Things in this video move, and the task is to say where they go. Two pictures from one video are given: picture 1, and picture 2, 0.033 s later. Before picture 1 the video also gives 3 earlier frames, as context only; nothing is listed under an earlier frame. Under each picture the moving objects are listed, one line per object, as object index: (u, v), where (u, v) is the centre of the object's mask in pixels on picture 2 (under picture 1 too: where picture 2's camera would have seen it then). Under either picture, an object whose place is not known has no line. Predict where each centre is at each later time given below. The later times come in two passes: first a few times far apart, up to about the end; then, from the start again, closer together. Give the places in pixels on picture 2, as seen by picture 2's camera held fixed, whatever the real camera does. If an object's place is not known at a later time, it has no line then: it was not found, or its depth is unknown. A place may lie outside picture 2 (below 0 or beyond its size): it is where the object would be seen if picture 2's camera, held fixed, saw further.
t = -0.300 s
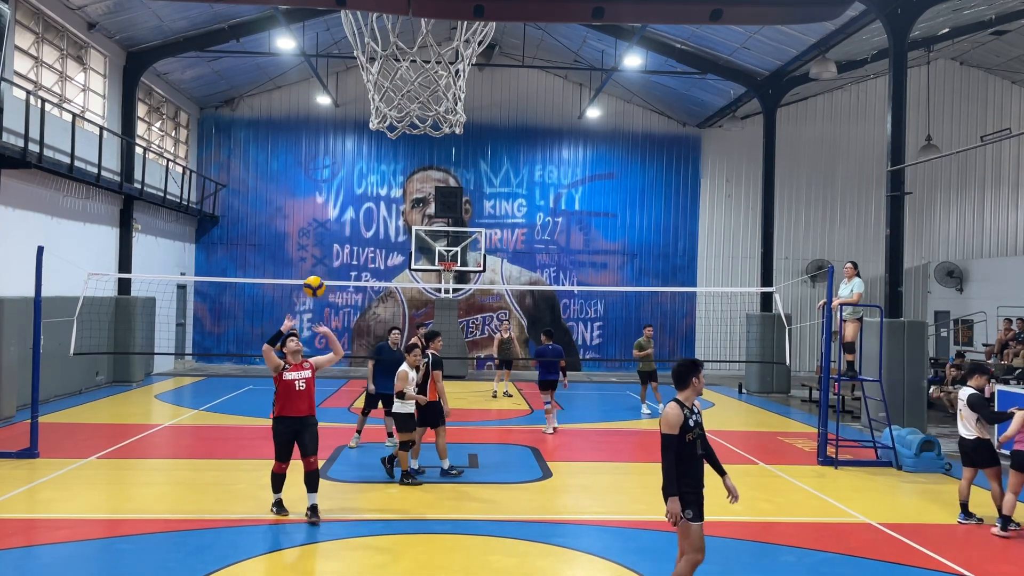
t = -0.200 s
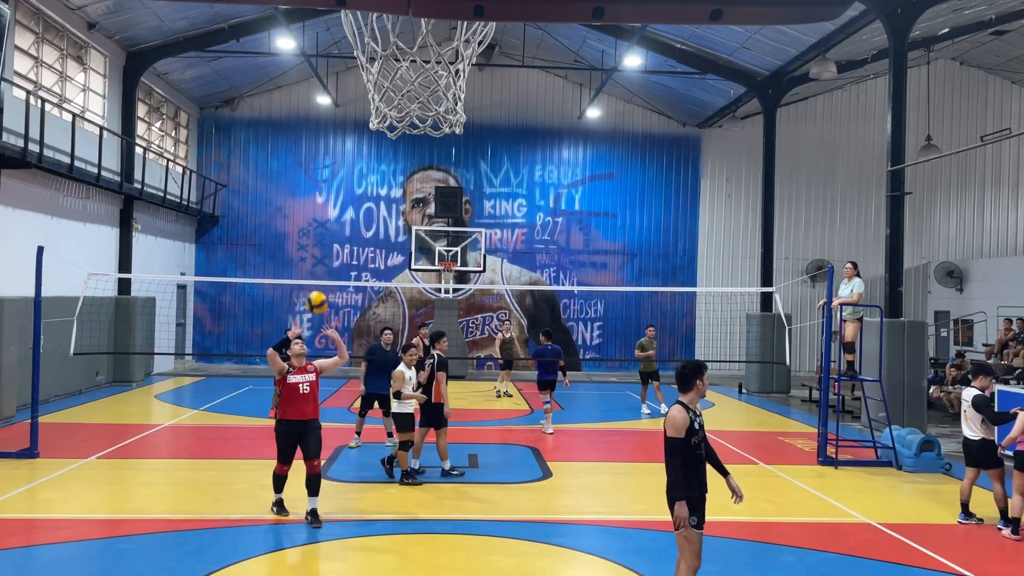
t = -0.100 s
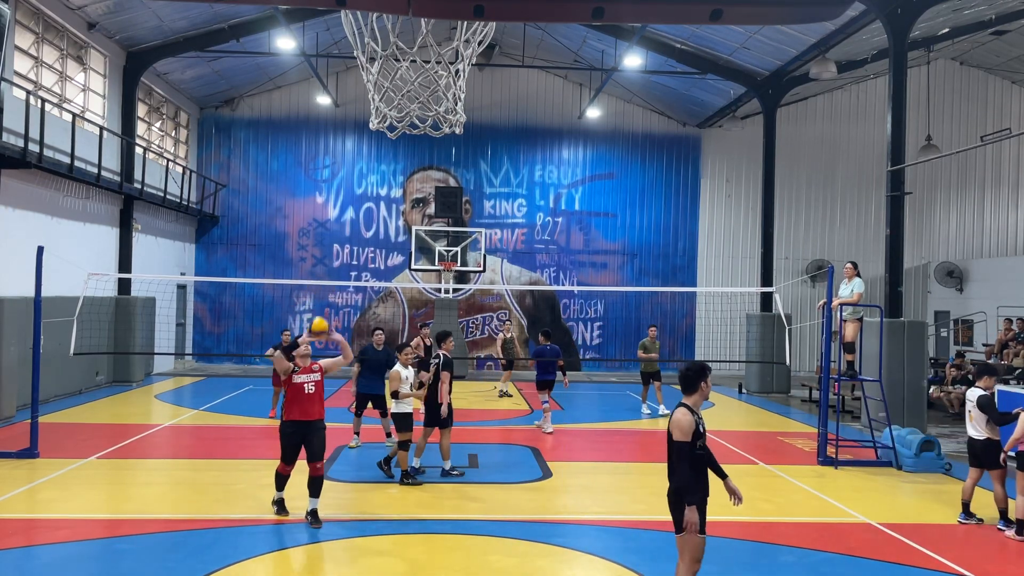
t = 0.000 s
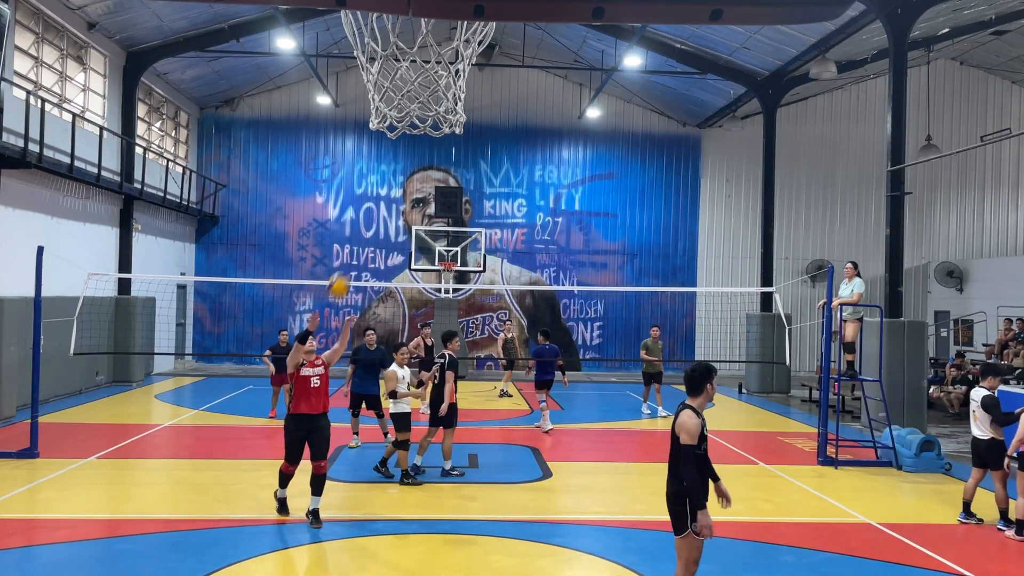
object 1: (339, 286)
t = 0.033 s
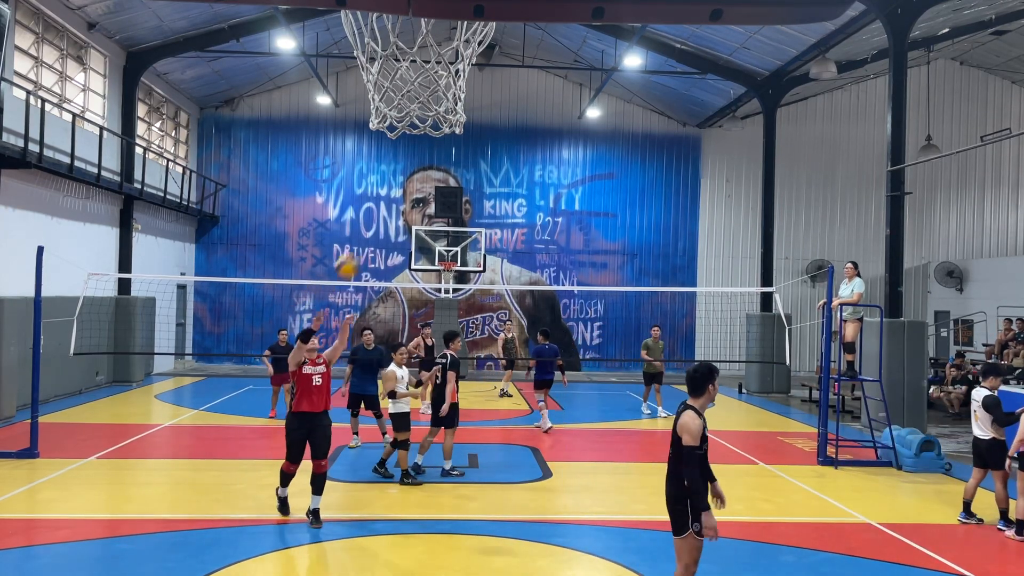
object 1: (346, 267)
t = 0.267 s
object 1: (422, 144)
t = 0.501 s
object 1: (528, 54)
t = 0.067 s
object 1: (356, 246)
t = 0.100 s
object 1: (365, 228)
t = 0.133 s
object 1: (376, 210)
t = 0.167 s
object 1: (386, 192)
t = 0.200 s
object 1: (398, 174)
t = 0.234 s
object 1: (410, 158)
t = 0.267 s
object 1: (422, 144)
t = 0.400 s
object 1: (479, 86)
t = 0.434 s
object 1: (493, 75)
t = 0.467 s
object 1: (510, 64)
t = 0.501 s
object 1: (528, 54)
